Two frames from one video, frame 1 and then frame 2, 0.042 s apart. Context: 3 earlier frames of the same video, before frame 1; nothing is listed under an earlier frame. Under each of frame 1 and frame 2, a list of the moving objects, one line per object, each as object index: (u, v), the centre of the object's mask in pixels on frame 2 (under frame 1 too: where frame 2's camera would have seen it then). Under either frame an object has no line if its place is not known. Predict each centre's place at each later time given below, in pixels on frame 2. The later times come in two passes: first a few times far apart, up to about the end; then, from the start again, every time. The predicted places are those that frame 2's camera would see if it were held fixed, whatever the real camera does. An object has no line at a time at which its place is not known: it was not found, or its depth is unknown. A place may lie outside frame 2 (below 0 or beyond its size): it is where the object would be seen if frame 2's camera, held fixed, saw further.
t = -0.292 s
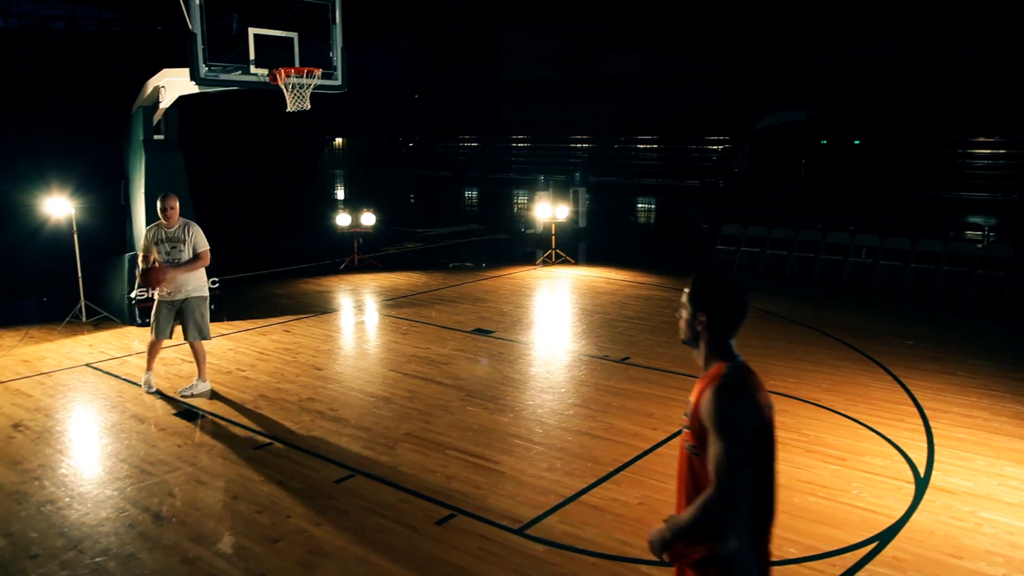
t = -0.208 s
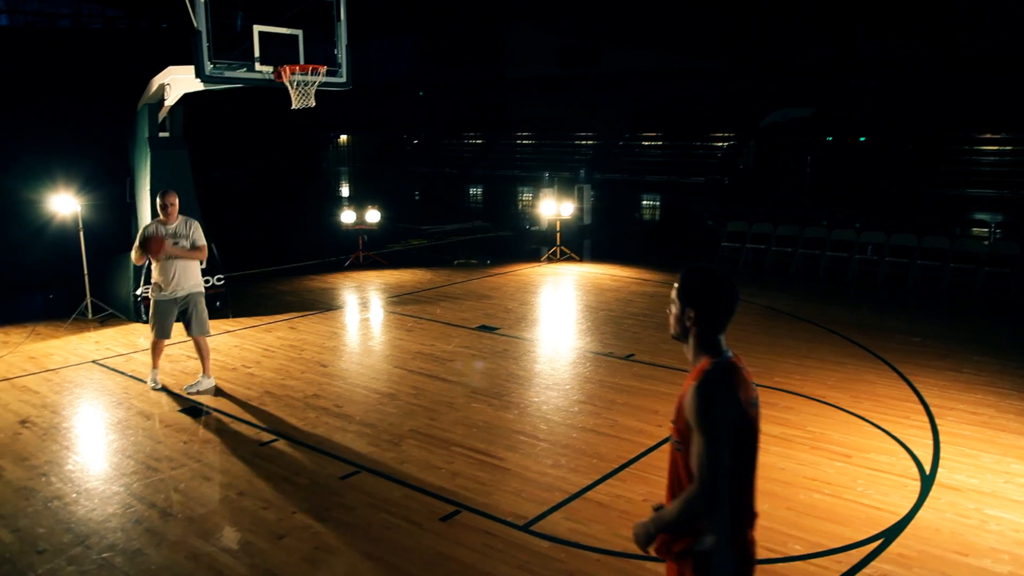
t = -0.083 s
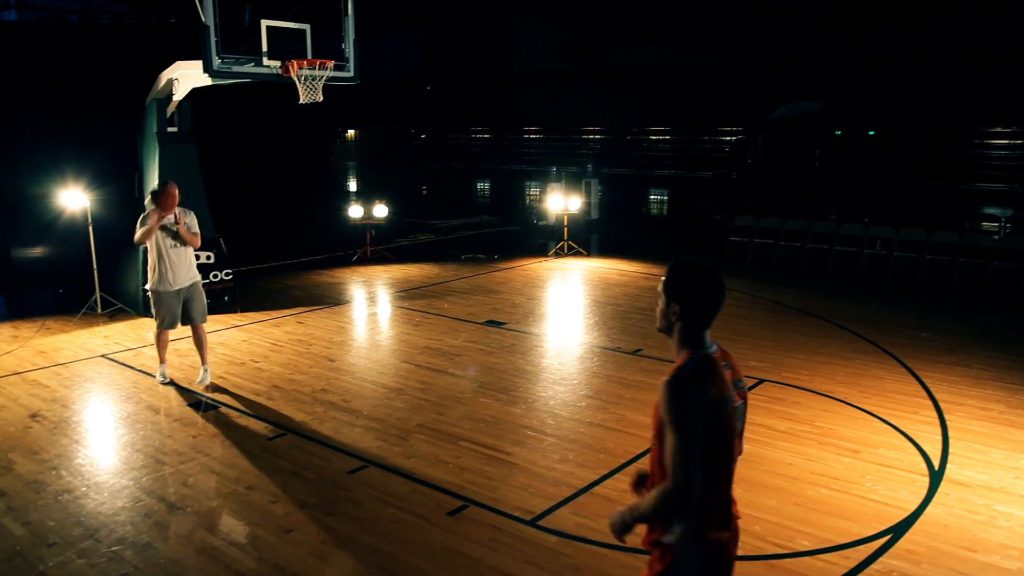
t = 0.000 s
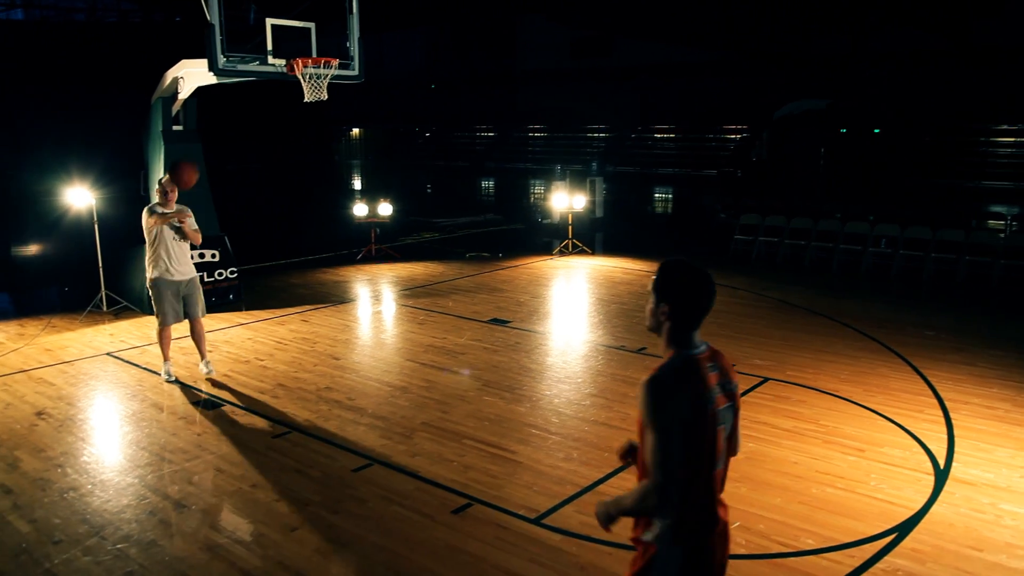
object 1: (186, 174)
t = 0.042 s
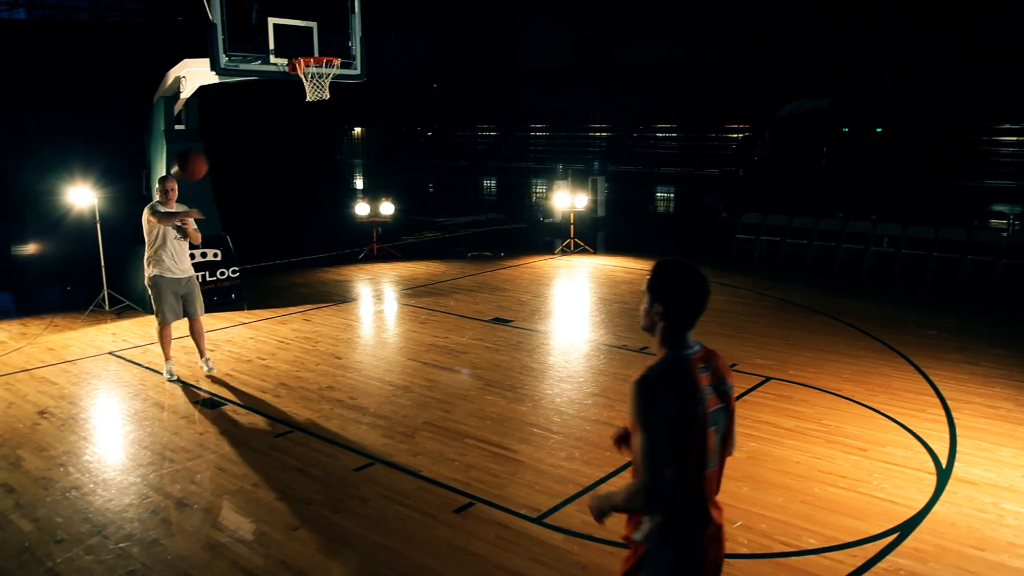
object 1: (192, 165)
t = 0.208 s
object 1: (233, 146)
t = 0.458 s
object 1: (336, 208)
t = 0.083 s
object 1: (202, 158)
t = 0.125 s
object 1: (211, 152)
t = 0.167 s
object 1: (222, 148)
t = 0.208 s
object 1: (233, 146)
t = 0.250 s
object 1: (245, 147)
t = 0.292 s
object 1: (261, 152)
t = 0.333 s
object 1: (274, 158)
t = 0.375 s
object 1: (295, 171)
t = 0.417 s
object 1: (313, 187)
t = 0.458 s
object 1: (336, 208)
